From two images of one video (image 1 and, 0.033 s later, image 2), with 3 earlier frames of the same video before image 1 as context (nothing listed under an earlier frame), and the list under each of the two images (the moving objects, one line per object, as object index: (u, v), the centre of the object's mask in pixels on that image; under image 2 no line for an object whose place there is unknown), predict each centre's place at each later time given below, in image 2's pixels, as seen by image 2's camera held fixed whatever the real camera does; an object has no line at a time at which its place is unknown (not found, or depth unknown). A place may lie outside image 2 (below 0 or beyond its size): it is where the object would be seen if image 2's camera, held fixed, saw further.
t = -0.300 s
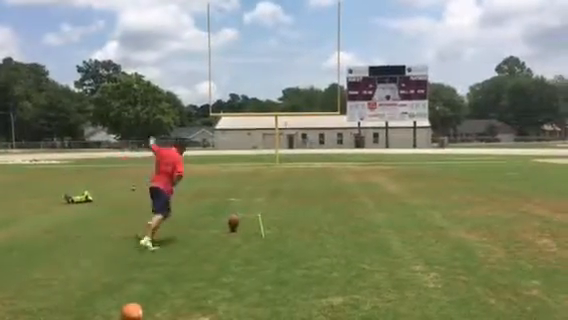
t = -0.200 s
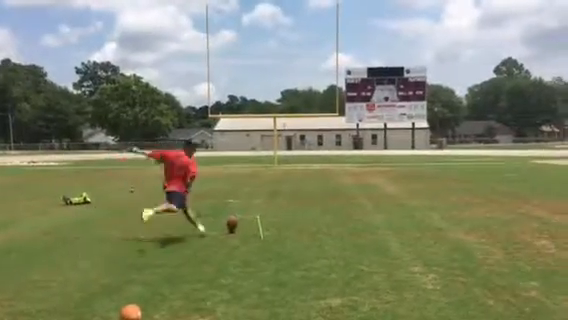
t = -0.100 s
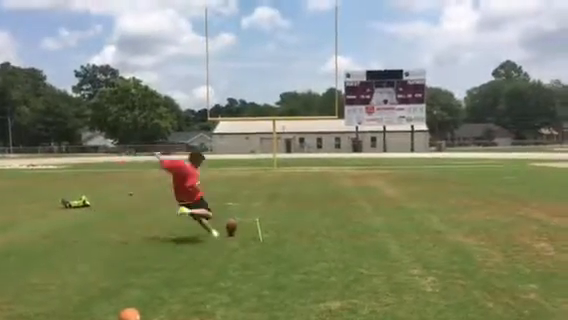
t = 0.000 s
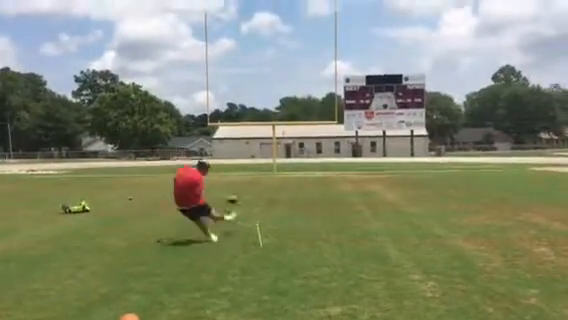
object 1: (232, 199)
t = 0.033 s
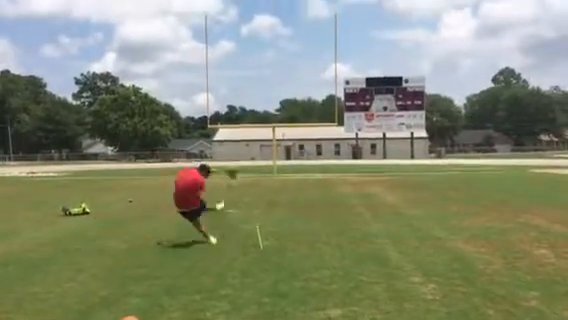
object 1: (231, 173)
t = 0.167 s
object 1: (231, 91)
